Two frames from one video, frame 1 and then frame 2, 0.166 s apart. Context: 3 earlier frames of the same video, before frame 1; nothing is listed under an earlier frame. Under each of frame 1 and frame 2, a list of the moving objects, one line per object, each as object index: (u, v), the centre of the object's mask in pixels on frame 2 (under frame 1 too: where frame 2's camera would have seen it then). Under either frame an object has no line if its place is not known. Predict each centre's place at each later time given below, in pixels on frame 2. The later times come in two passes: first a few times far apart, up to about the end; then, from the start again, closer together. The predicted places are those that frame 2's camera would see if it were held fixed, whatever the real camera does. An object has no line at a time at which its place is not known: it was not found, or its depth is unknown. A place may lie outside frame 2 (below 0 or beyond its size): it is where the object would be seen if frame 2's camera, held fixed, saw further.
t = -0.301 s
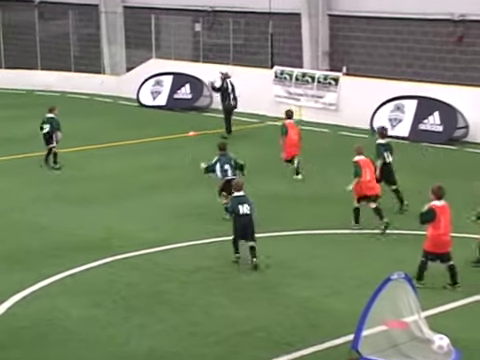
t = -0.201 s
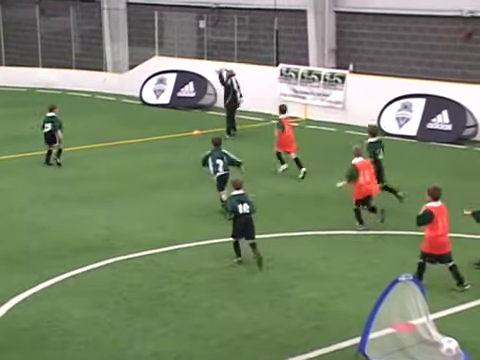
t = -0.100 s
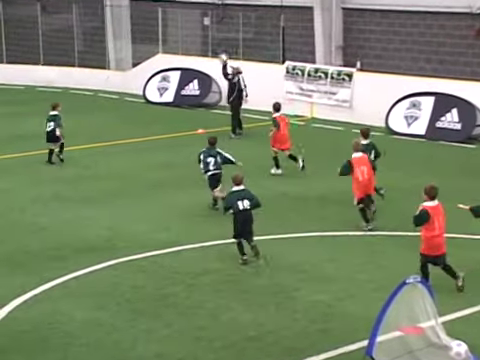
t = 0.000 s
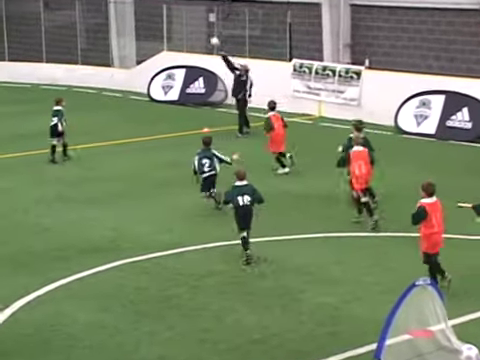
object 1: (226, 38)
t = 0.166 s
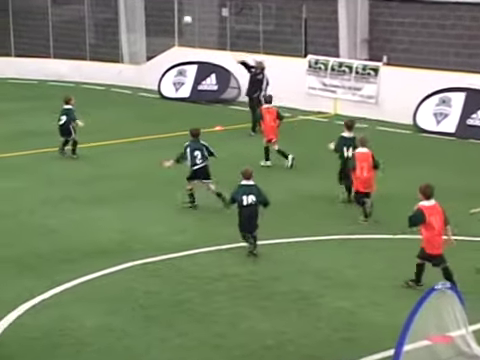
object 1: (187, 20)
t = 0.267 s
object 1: (162, 14)
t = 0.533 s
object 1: (93, 25)
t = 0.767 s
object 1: (29, 73)
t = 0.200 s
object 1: (180, 16)
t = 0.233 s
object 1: (170, 15)
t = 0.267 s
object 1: (162, 14)
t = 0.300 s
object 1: (156, 14)
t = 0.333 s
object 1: (147, 13)
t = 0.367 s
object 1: (137, 15)
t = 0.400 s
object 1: (129, 14)
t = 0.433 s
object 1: (120, 17)
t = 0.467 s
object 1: (110, 19)
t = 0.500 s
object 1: (102, 22)
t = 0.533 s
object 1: (93, 25)
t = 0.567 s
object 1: (84, 31)
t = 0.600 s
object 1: (75, 36)
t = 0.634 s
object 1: (65, 41)
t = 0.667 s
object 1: (56, 49)
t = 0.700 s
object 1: (47, 56)
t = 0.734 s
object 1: (40, 65)
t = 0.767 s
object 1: (29, 73)
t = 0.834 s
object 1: (12, 95)
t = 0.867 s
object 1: (1, 106)
